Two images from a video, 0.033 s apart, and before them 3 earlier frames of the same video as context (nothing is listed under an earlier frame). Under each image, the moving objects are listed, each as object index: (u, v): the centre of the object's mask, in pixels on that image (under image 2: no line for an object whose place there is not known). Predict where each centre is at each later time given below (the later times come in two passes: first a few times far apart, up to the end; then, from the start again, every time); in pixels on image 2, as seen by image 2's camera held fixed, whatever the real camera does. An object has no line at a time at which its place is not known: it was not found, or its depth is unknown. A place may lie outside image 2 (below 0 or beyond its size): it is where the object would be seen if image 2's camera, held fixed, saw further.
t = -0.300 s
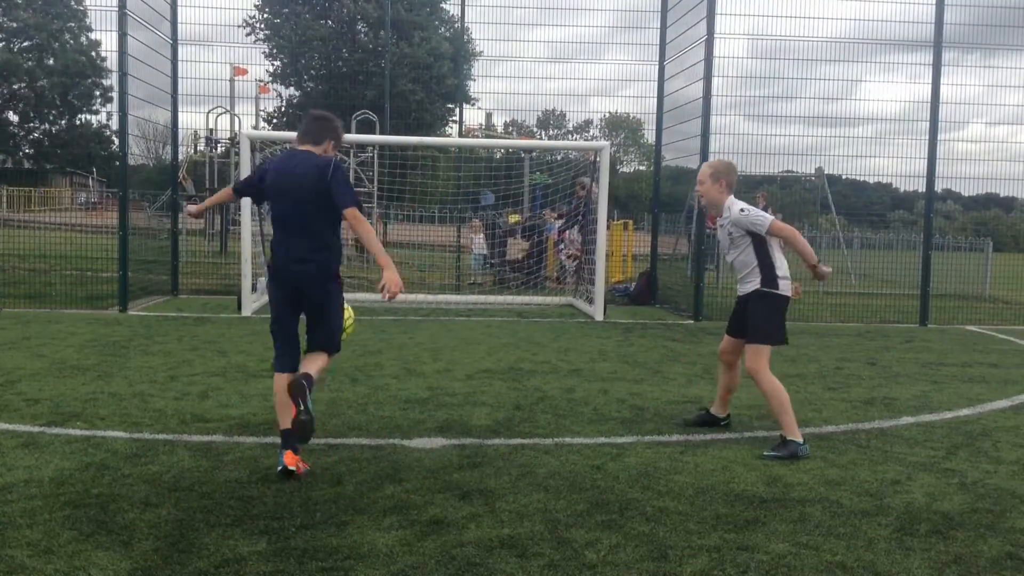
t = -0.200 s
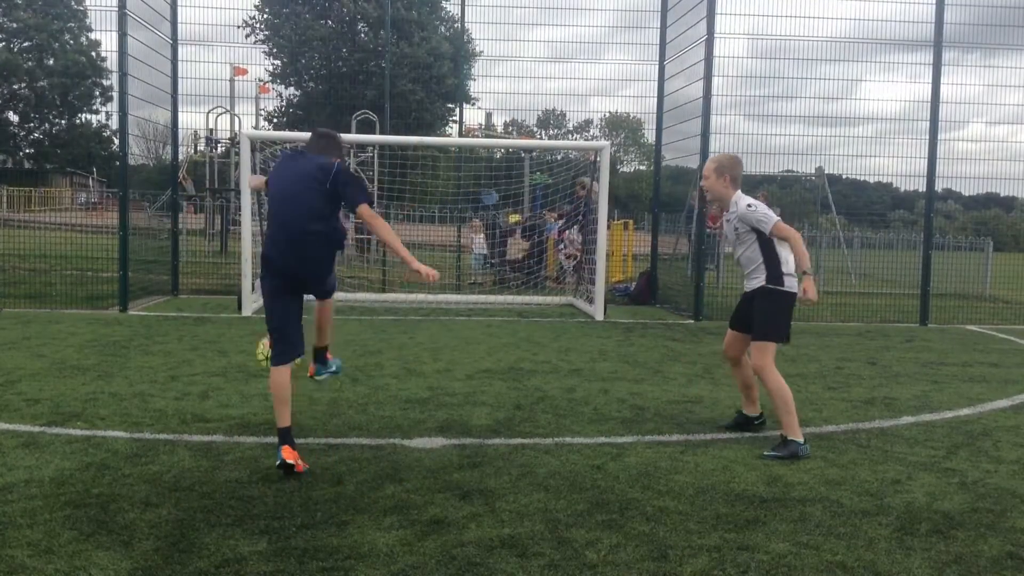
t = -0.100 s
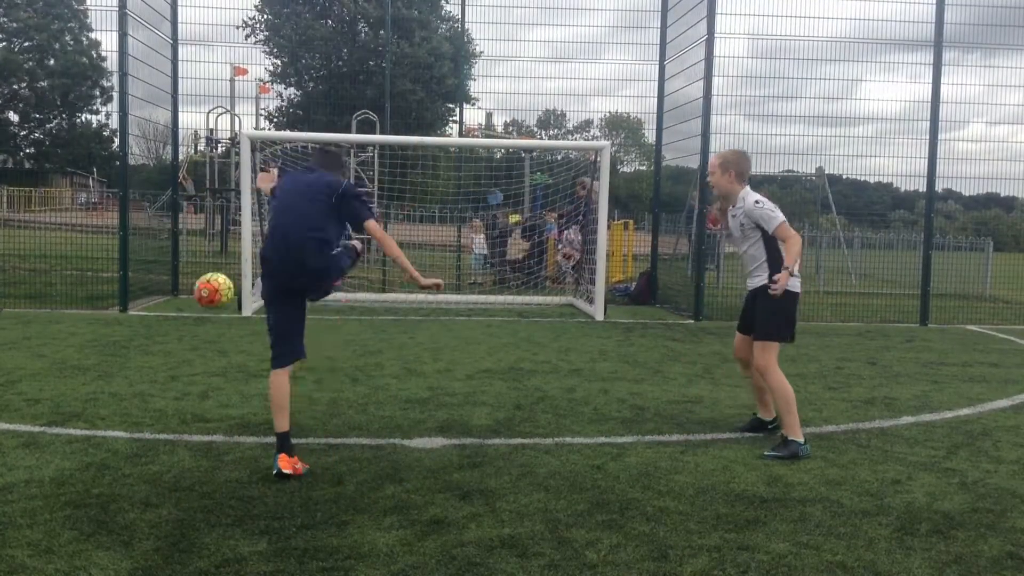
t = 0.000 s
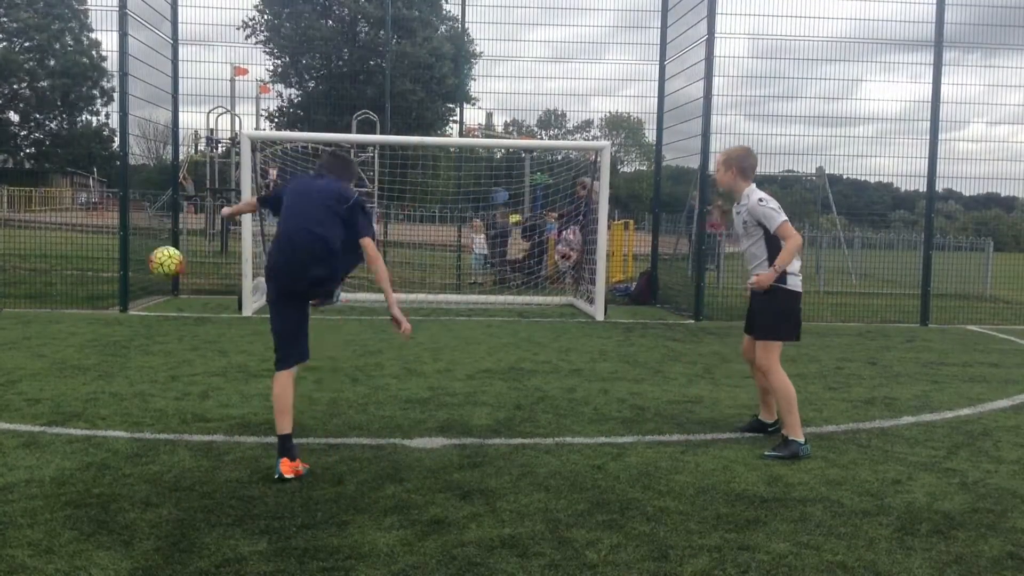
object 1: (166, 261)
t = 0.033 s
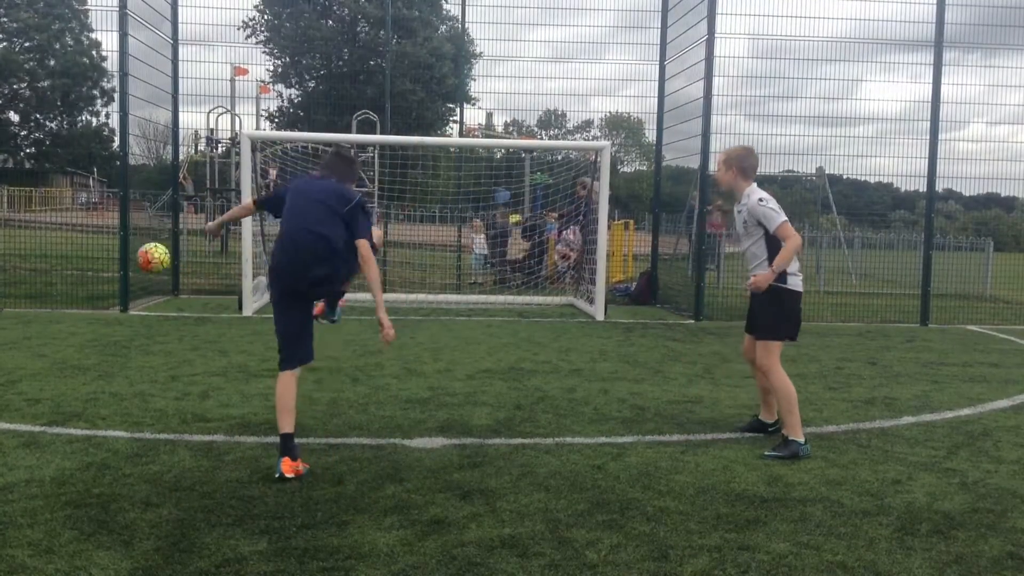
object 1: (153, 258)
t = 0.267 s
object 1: (87, 272)
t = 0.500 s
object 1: (32, 286)
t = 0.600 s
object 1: (5, 277)
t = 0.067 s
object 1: (141, 256)
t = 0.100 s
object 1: (130, 255)
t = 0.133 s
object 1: (120, 256)
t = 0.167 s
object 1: (111, 259)
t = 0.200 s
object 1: (102, 262)
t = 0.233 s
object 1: (94, 266)
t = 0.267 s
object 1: (87, 272)
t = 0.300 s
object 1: (80, 279)
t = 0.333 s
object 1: (73, 287)
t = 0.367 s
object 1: (68, 296)
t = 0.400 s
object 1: (63, 304)
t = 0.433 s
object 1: (53, 298)
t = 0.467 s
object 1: (43, 291)
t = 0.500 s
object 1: (32, 286)
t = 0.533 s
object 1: (22, 284)
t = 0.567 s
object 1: (11, 280)
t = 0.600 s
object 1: (5, 277)
